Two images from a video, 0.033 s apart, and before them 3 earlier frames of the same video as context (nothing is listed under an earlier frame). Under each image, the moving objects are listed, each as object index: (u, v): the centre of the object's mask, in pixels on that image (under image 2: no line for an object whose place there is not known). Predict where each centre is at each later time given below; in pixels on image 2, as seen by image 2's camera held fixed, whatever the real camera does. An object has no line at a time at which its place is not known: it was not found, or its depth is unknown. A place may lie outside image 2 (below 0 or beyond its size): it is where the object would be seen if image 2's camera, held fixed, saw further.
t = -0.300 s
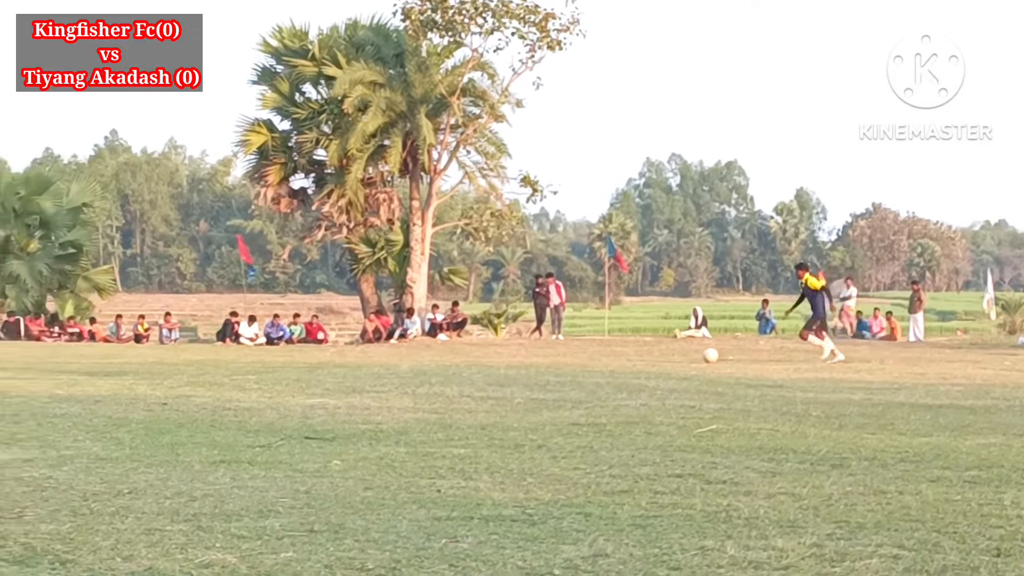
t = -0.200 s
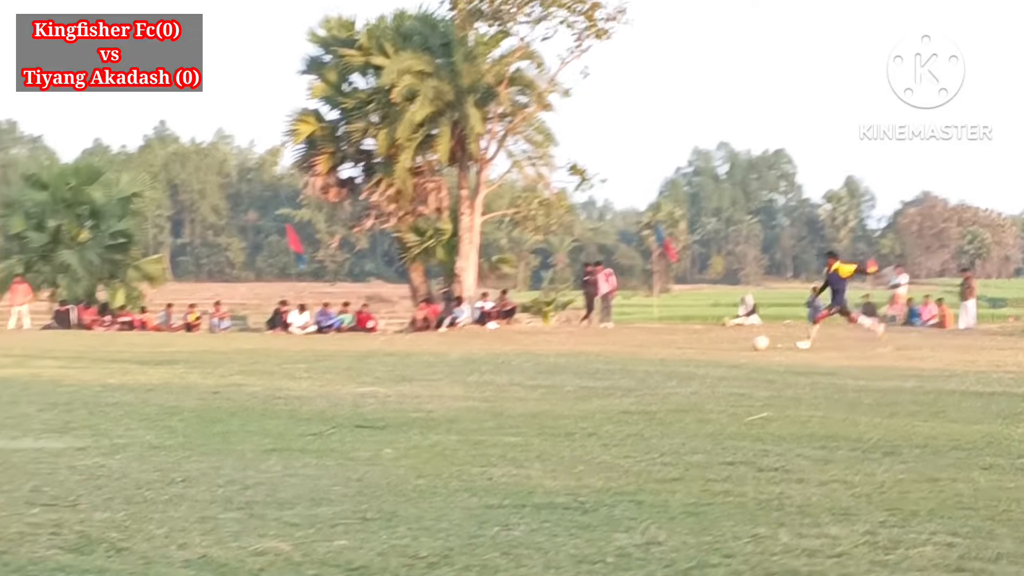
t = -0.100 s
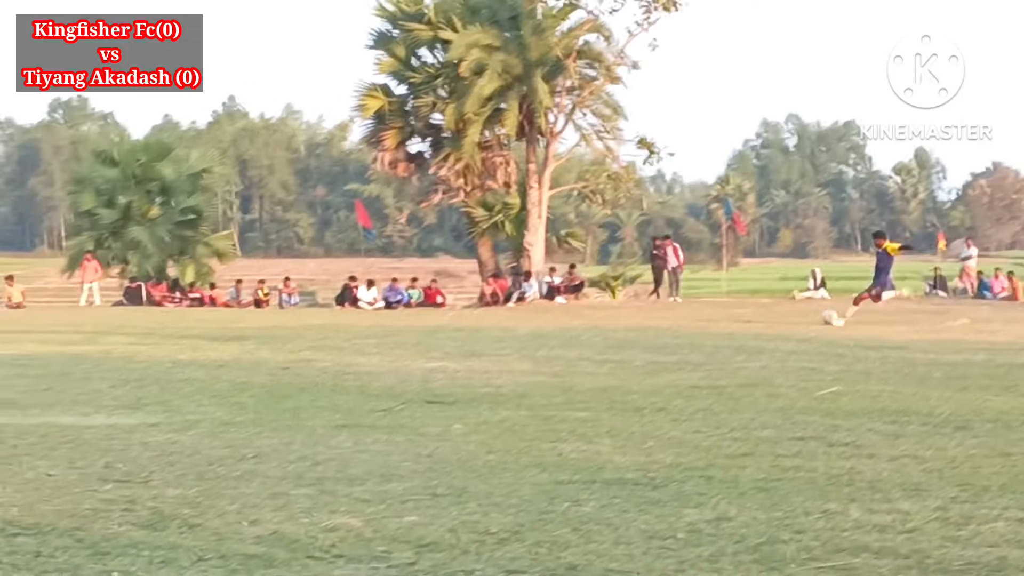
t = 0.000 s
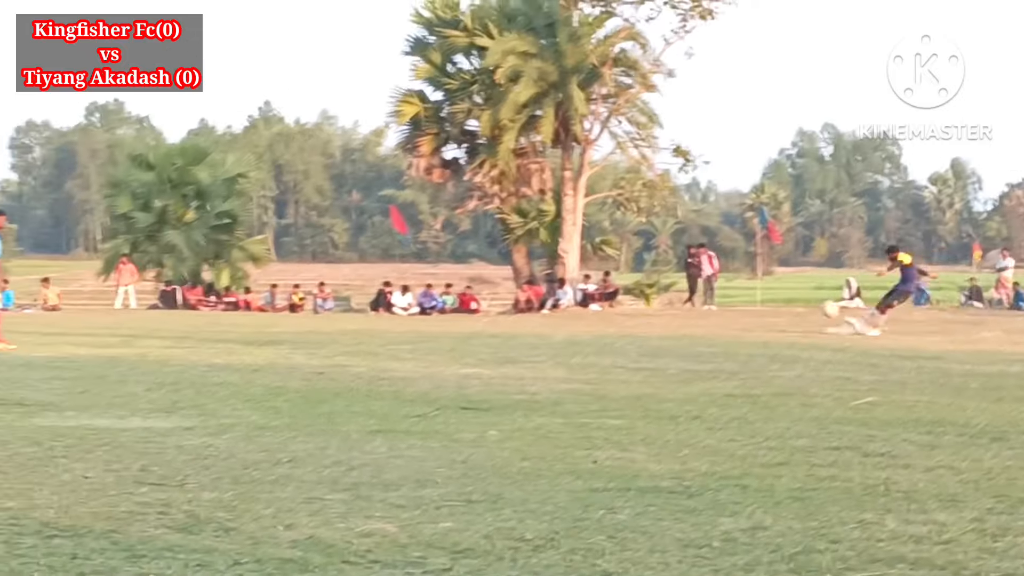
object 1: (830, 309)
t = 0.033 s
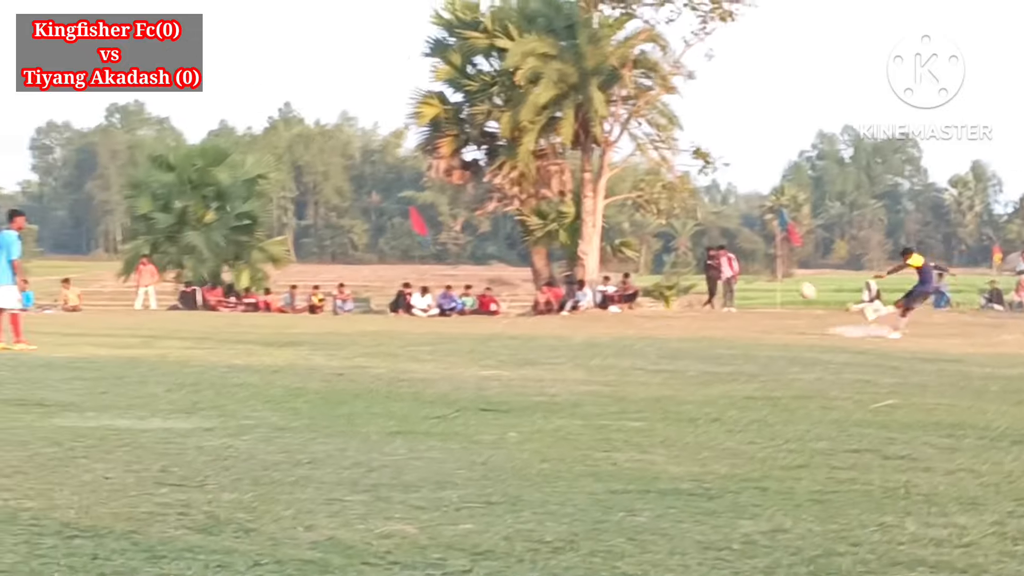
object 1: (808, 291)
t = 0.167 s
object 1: (629, 207)
